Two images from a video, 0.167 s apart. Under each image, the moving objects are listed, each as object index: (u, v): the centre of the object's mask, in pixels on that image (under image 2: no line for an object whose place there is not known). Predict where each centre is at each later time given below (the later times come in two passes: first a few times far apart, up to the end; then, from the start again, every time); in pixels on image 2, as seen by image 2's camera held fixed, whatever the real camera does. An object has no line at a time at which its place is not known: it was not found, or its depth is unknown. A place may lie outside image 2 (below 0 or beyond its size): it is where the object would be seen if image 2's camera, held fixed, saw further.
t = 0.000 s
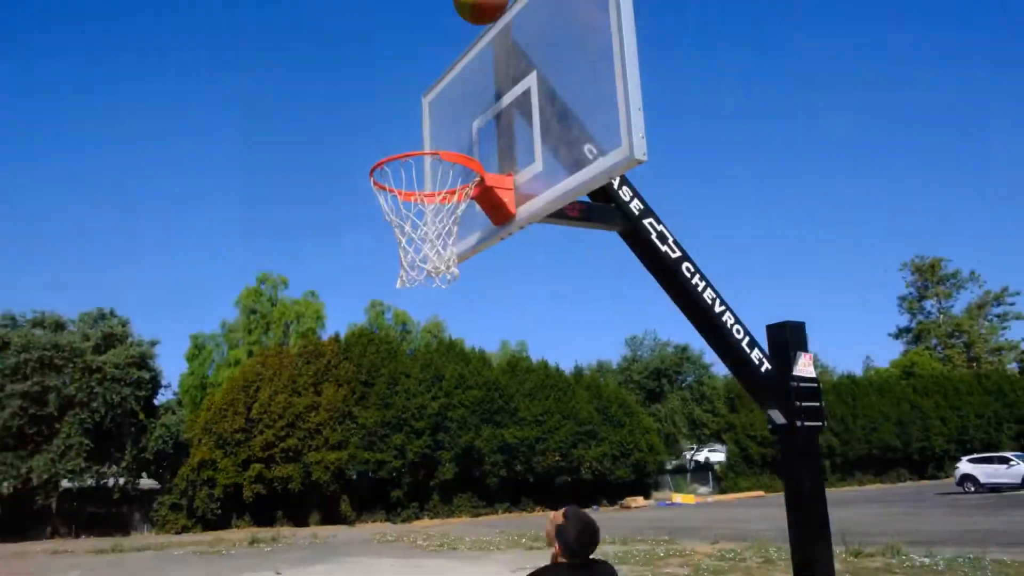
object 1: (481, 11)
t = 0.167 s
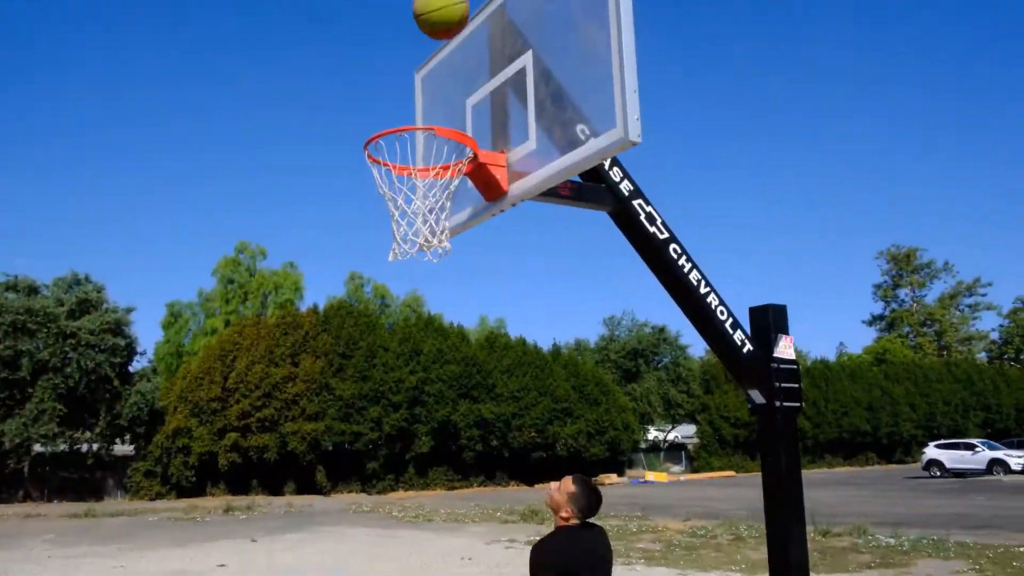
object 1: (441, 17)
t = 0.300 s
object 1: (412, 83)
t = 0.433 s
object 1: (427, 139)
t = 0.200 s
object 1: (434, 29)
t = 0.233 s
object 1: (427, 43)
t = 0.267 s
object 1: (420, 61)
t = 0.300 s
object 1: (412, 83)
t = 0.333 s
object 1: (405, 104)
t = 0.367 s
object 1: (408, 120)
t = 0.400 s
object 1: (418, 127)
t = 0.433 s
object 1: (427, 139)
